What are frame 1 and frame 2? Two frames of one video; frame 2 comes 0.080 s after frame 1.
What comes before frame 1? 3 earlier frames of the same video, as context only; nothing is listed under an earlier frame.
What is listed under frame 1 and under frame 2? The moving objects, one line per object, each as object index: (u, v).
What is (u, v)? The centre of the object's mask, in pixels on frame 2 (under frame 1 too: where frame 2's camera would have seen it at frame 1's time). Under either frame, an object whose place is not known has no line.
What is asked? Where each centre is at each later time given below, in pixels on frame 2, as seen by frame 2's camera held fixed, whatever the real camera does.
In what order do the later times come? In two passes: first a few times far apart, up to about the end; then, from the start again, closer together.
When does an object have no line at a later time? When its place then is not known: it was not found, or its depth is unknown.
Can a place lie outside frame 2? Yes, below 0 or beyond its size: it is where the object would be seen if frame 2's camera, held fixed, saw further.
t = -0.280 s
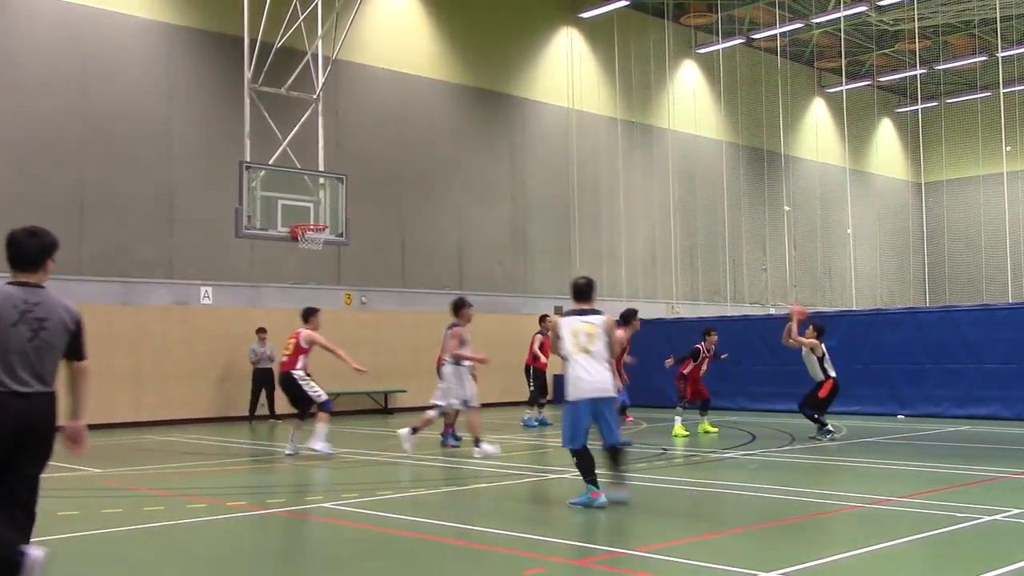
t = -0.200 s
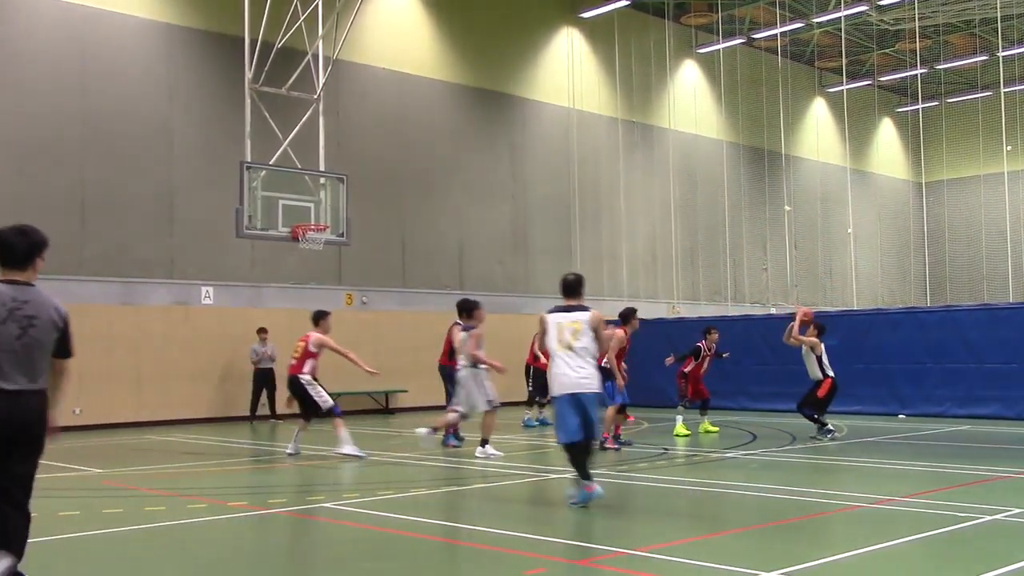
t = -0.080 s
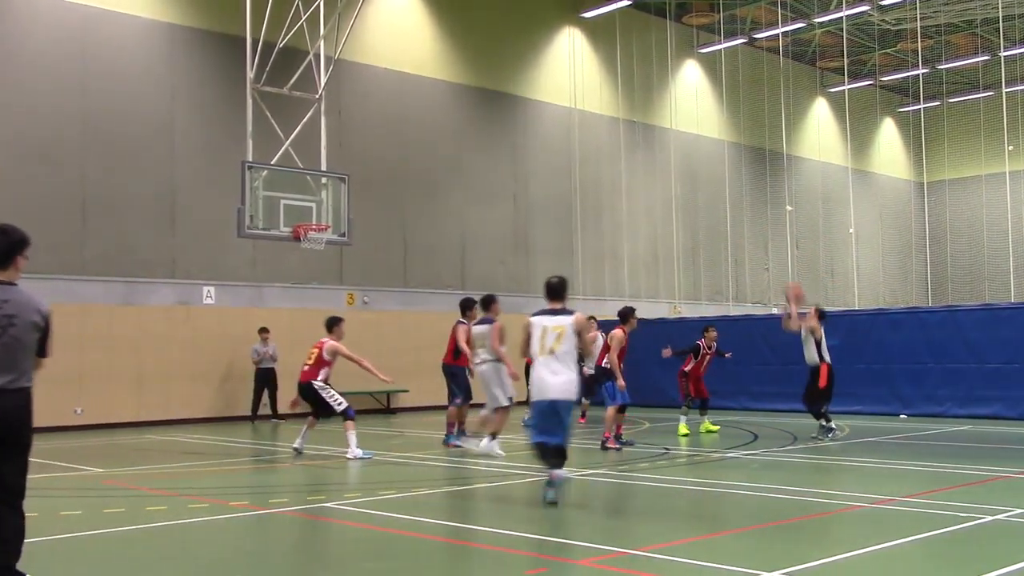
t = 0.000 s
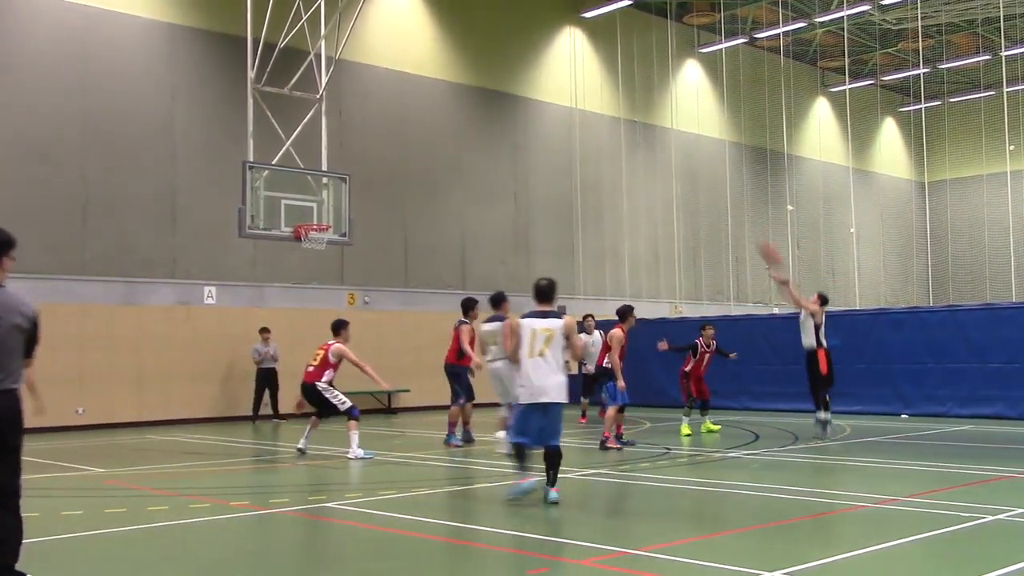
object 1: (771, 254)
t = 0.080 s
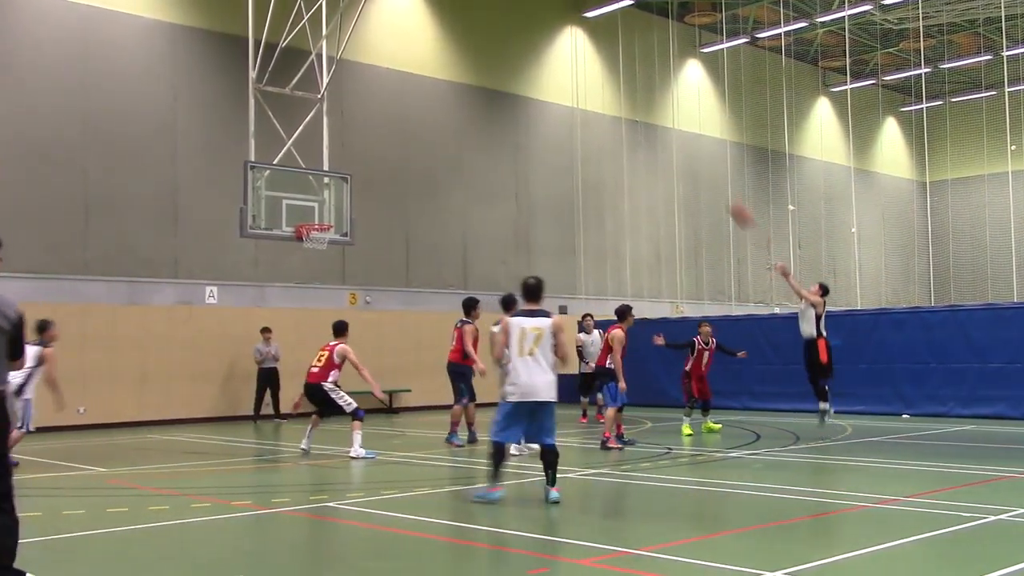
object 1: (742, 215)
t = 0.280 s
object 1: (664, 137)
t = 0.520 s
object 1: (581, 87)
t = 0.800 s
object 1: (493, 78)
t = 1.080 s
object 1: (408, 122)
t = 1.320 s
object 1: (340, 196)
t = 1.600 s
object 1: (312, 256)
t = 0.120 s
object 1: (725, 197)
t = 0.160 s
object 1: (710, 181)
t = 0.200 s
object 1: (694, 164)
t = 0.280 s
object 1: (664, 137)
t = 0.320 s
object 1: (651, 126)
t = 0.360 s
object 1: (637, 117)
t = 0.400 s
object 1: (623, 107)
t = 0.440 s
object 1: (609, 98)
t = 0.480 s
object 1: (595, 92)
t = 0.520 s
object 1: (581, 87)
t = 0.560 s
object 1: (569, 83)
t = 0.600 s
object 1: (555, 79)
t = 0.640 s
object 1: (543, 76)
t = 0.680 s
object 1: (530, 75)
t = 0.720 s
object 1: (517, 75)
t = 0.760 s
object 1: (505, 76)
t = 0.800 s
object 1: (493, 78)
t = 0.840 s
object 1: (480, 81)
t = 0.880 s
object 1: (467, 86)
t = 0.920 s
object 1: (456, 91)
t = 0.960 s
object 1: (444, 97)
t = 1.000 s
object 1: (431, 104)
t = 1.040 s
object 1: (420, 112)
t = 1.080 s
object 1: (408, 122)
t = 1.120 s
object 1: (397, 132)
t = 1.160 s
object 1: (385, 144)
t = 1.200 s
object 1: (374, 155)
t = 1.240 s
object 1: (364, 167)
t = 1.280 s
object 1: (353, 181)
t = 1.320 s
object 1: (340, 196)
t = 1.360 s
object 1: (329, 211)
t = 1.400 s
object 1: (319, 223)
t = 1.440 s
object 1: (310, 232)
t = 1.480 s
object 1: (308, 235)
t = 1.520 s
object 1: (309, 247)
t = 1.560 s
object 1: (311, 249)
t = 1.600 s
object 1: (312, 256)
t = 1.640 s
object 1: (314, 266)
